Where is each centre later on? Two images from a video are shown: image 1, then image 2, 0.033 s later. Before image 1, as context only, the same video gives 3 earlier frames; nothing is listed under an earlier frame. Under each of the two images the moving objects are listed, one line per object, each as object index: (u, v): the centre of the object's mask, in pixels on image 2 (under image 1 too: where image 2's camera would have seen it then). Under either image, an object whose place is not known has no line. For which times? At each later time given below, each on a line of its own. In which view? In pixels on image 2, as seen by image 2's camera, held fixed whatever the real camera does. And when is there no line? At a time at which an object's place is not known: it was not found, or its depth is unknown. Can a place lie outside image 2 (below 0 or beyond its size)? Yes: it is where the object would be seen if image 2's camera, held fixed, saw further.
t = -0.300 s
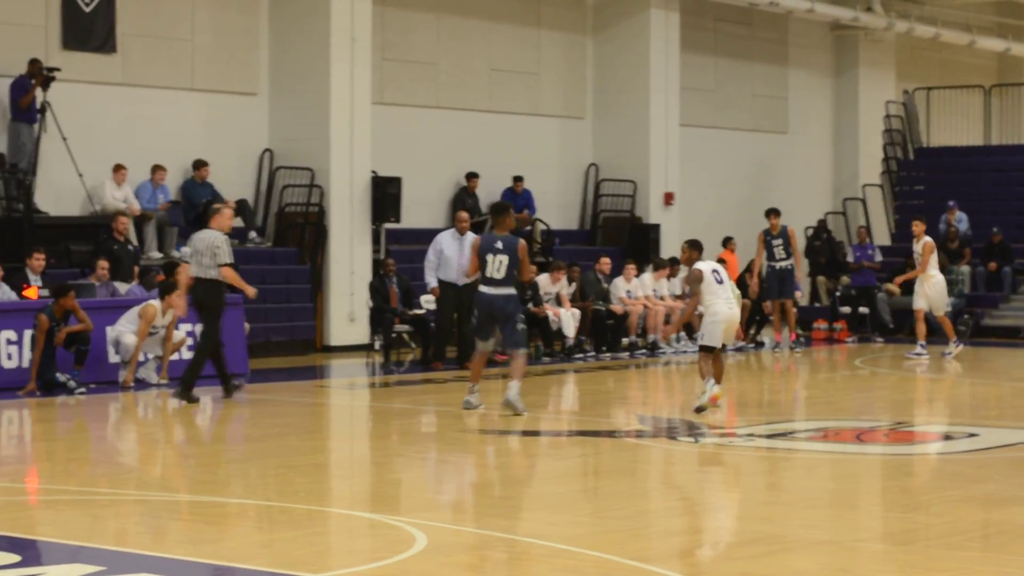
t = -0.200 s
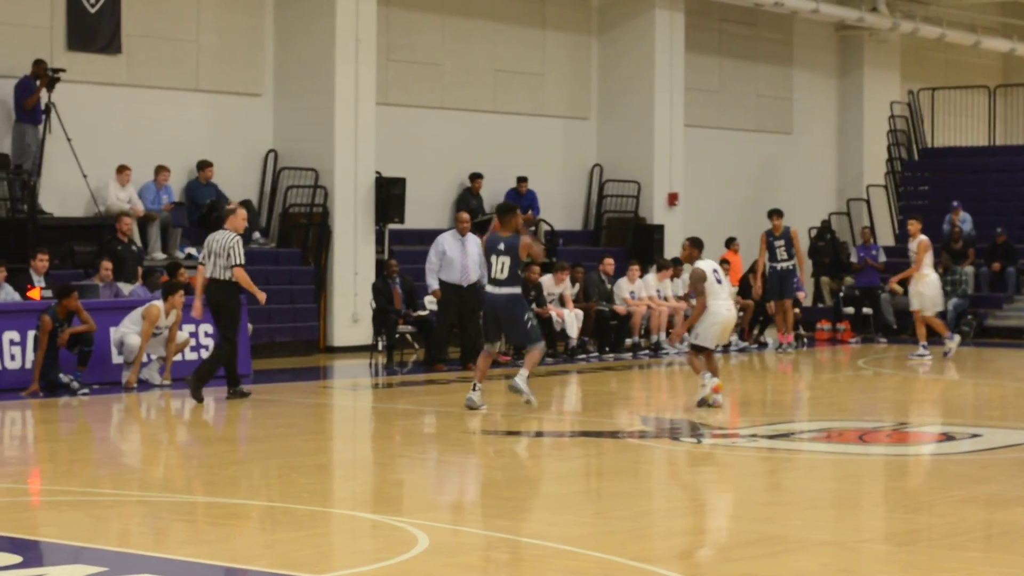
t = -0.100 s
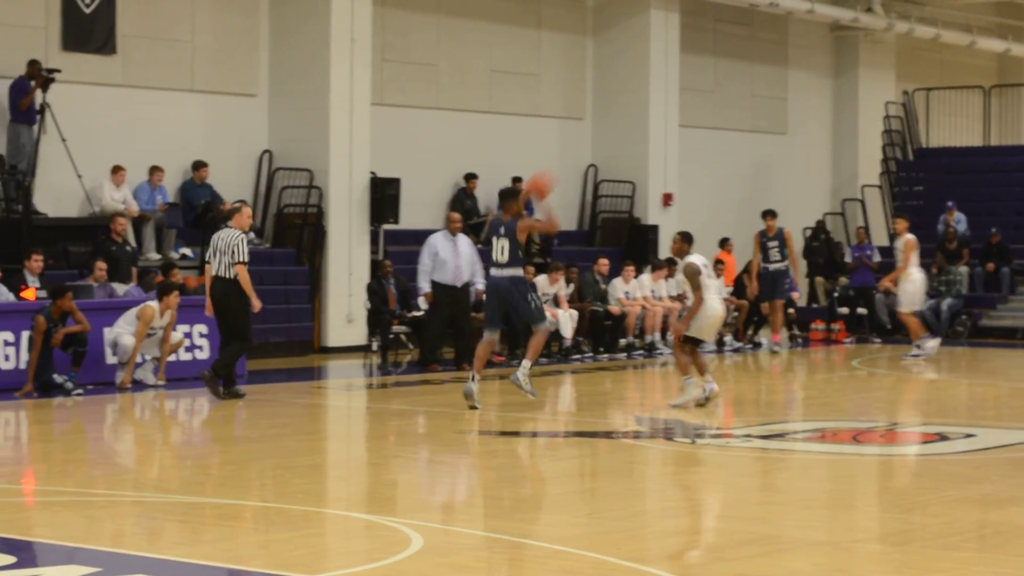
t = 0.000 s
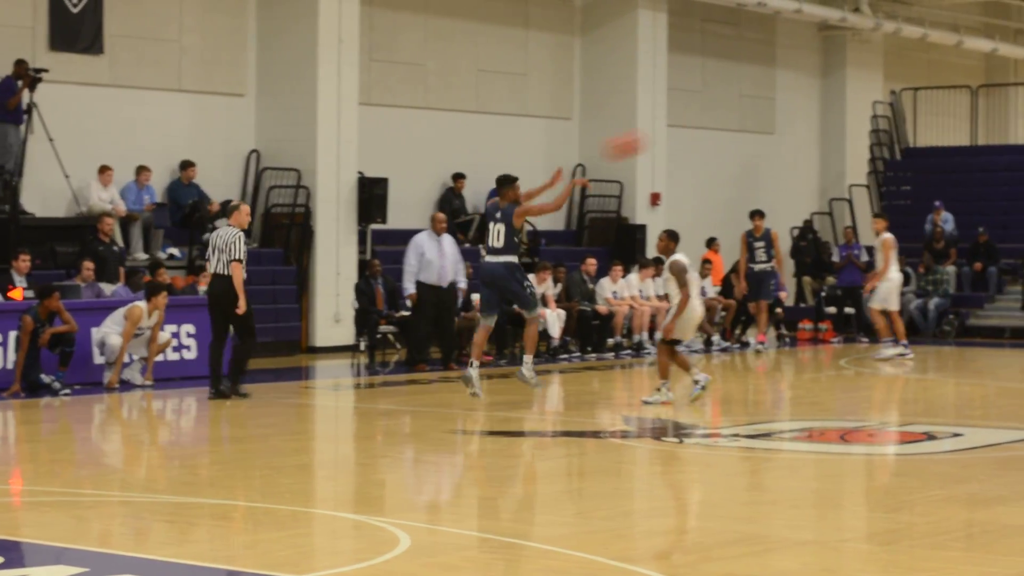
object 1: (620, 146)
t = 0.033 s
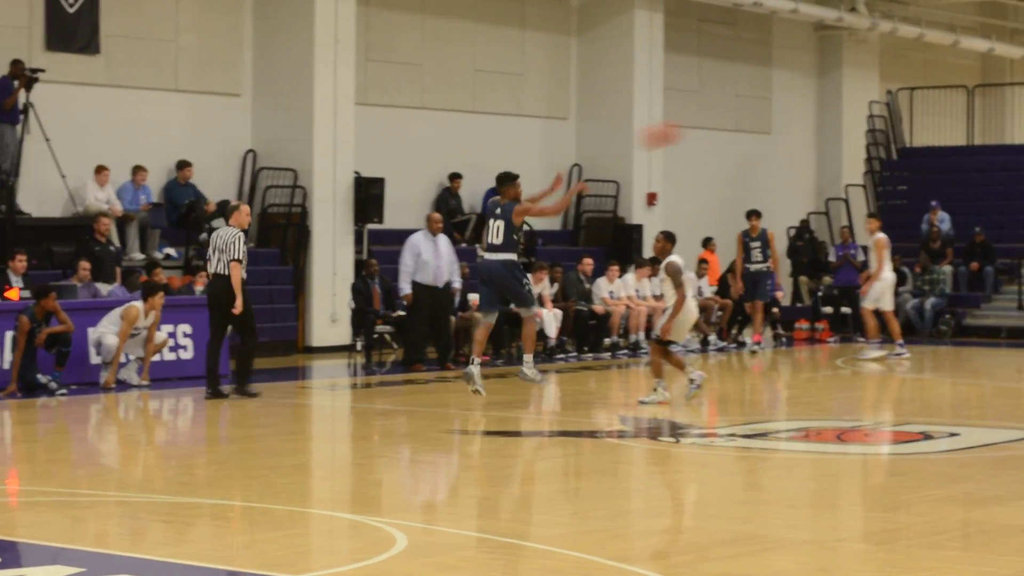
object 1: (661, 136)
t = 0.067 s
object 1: (698, 126)
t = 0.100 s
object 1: (736, 118)
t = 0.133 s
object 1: (769, 111)
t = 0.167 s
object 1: (803, 105)
